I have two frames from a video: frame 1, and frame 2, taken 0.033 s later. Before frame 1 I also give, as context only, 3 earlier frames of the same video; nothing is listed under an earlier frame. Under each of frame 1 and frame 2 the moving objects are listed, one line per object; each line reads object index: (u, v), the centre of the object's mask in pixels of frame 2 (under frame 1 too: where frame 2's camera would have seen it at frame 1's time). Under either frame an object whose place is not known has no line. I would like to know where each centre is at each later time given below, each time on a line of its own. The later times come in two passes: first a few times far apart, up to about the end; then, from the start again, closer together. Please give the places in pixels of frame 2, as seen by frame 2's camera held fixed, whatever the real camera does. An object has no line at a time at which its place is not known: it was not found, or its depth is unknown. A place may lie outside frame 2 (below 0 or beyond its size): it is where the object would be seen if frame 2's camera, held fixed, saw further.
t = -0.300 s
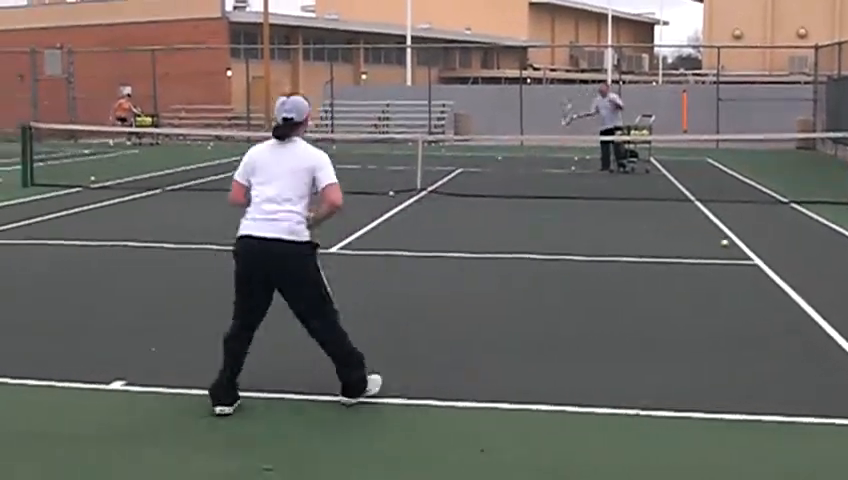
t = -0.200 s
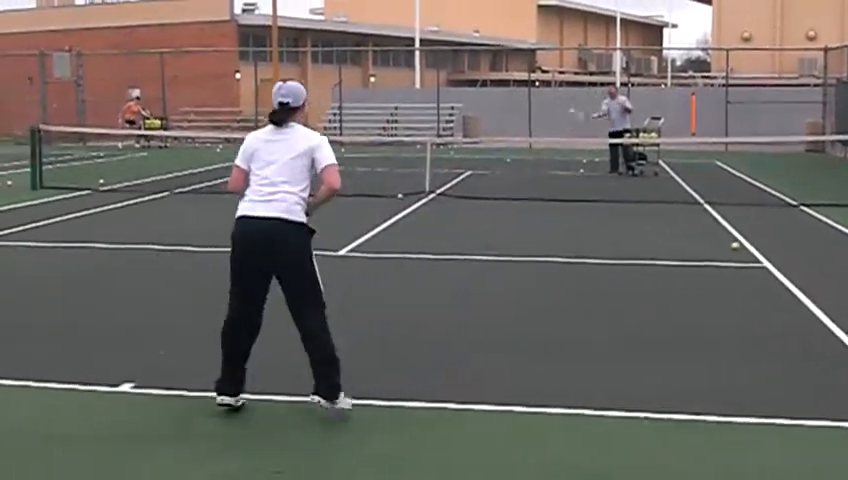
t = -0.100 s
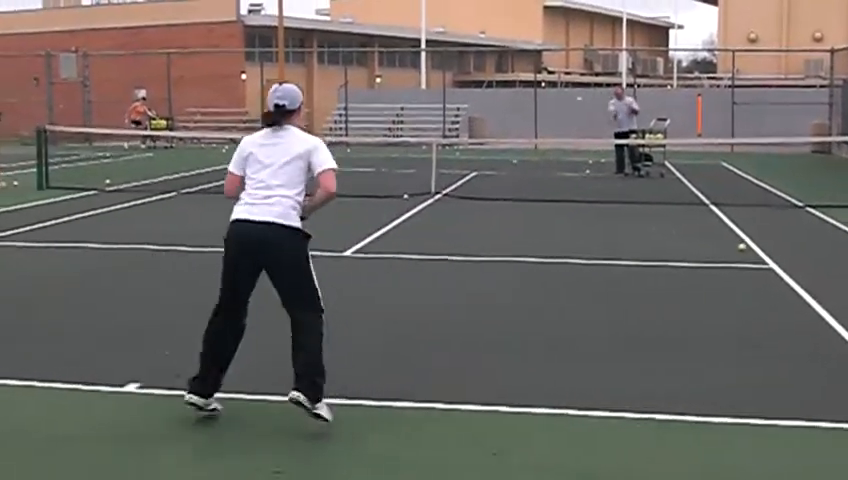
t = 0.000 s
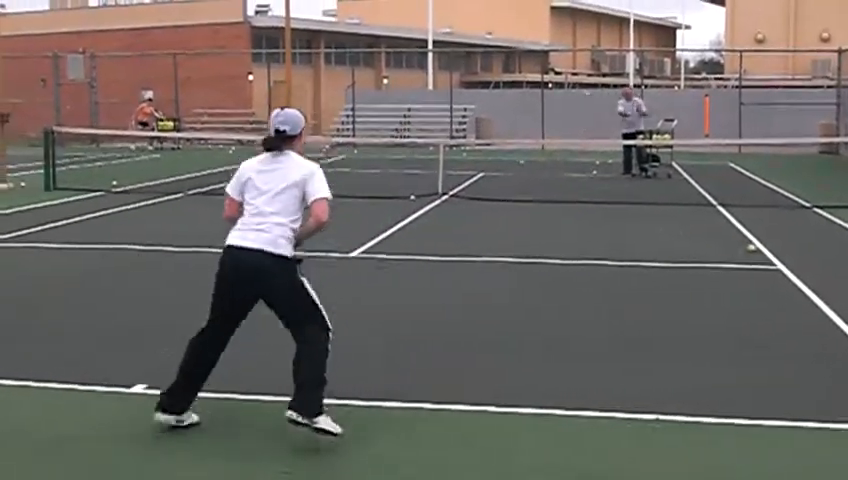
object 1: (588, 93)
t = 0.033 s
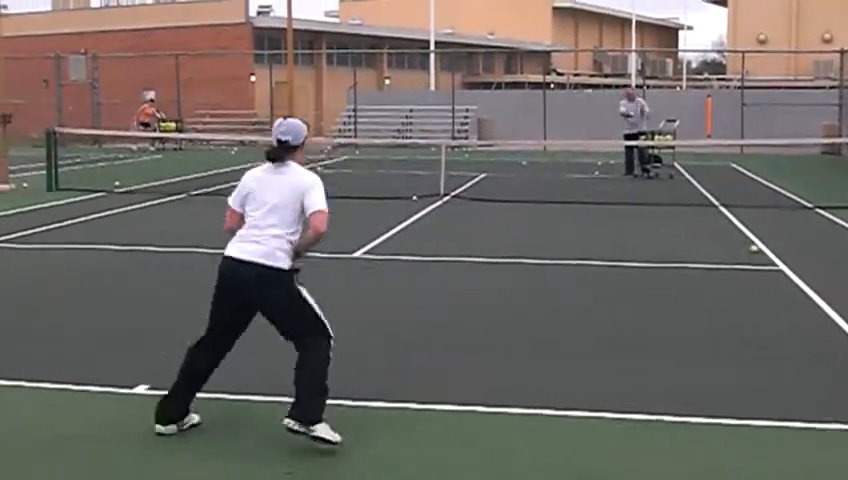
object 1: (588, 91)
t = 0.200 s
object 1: (590, 95)
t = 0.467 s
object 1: (589, 168)
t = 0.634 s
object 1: (589, 281)
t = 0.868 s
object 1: (594, 225)
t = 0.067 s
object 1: (588, 90)
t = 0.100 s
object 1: (589, 91)
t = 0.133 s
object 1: (589, 91)
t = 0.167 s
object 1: (589, 93)
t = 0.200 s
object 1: (590, 95)
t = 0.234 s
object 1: (590, 99)
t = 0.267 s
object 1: (590, 105)
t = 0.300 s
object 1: (590, 111)
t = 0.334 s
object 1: (592, 119)
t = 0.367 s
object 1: (589, 127)
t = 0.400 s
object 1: (589, 138)
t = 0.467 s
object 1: (589, 168)
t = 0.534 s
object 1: (588, 202)
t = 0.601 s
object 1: (588, 253)
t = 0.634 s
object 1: (589, 281)
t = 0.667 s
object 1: (589, 287)
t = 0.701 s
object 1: (590, 274)
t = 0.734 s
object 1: (590, 262)
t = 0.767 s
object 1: (591, 251)
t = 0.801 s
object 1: (592, 240)
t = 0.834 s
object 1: (593, 233)
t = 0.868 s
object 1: (594, 225)
